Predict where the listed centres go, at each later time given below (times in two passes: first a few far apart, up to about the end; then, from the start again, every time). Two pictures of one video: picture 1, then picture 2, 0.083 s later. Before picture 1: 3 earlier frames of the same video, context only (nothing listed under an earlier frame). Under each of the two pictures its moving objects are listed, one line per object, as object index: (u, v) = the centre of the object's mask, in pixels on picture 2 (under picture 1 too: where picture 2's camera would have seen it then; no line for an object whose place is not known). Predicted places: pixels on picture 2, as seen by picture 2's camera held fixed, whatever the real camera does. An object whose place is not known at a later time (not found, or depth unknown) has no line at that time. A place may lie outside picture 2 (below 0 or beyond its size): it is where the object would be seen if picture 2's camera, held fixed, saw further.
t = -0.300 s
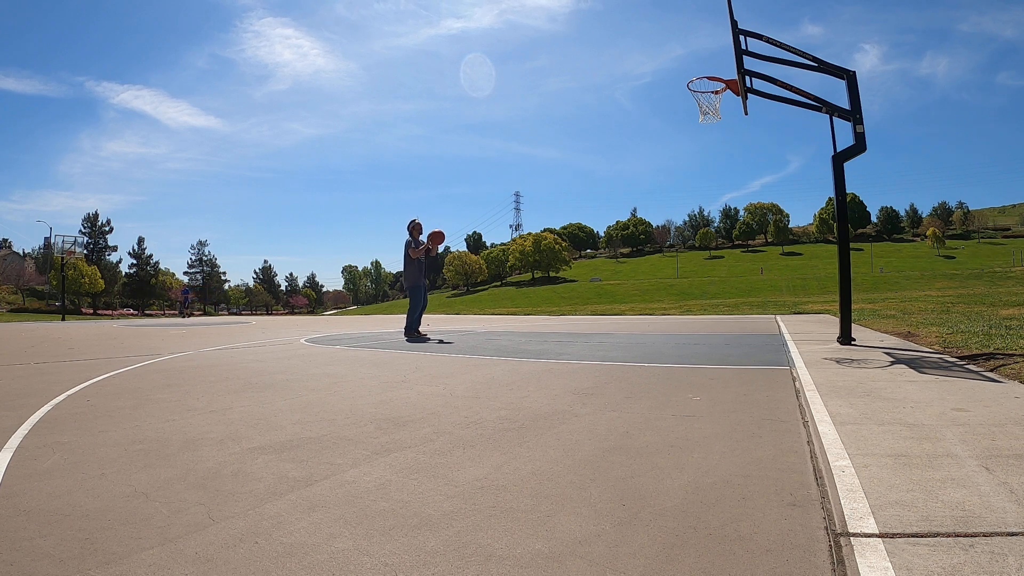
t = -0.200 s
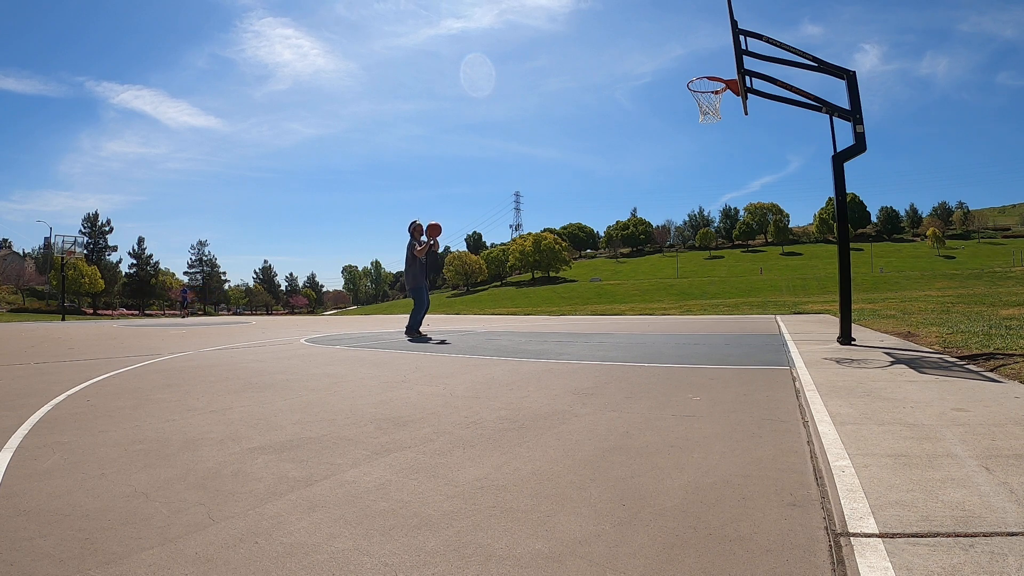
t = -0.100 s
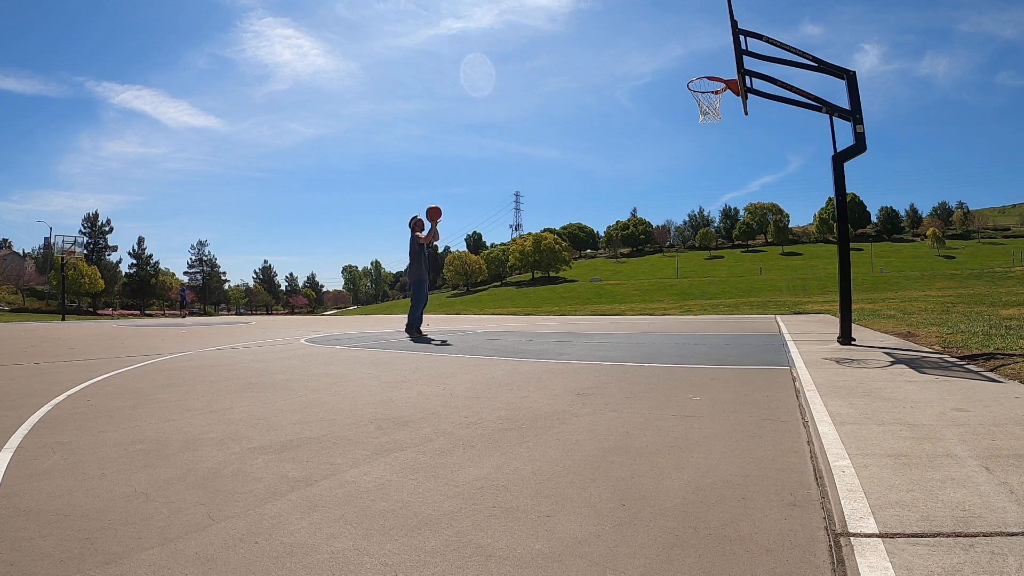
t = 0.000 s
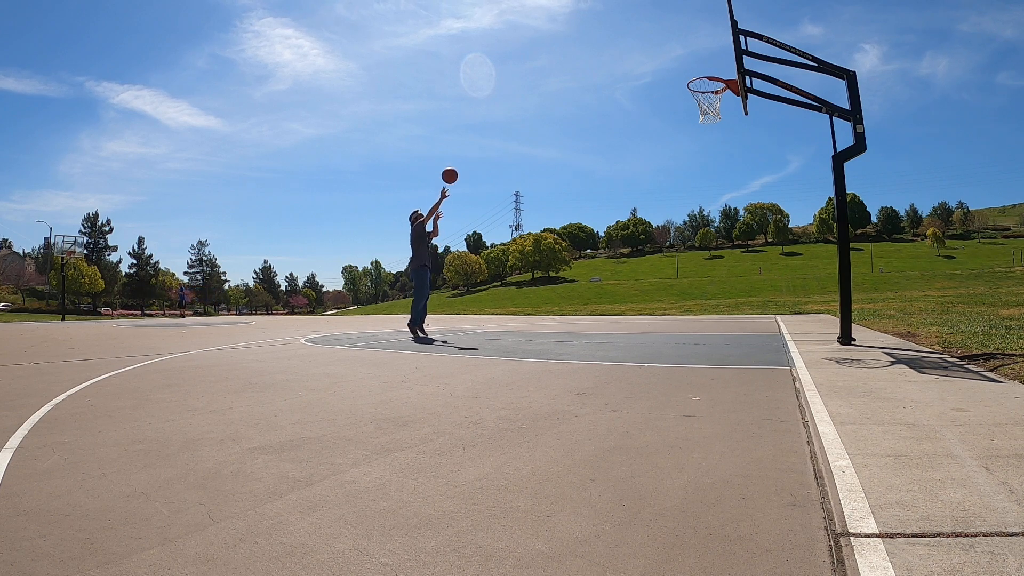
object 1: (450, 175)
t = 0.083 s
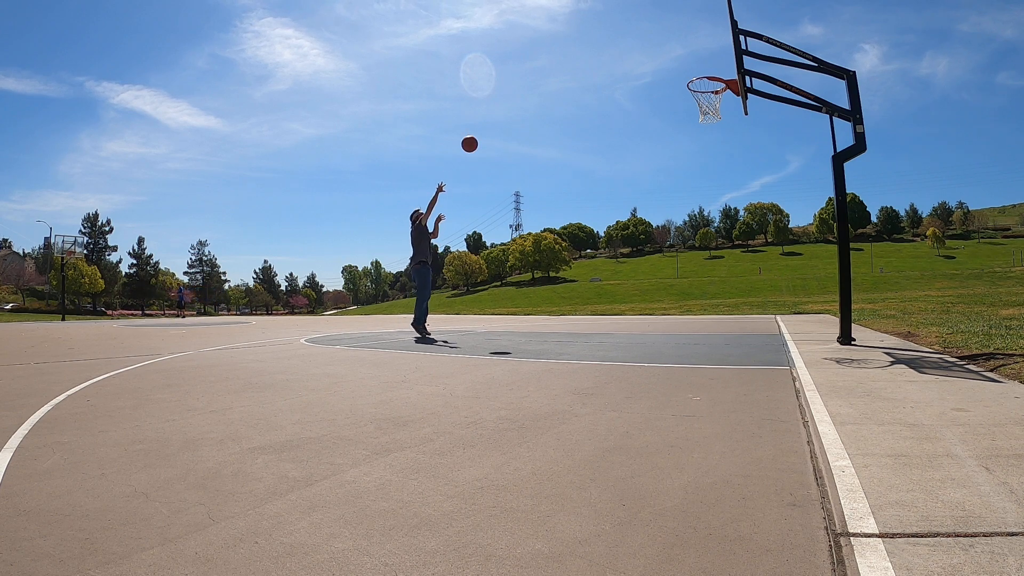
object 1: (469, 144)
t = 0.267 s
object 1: (516, 89)
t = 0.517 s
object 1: (583, 49)
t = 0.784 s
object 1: (665, 52)
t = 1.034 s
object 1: (726, 58)
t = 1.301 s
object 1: (693, 71)
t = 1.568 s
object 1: (668, 133)
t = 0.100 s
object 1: (474, 138)
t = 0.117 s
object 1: (478, 132)
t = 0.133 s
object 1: (482, 127)
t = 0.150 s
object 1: (486, 122)
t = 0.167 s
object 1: (490, 116)
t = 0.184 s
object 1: (494, 111)
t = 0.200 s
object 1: (499, 107)
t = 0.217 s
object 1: (503, 102)
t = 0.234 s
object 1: (507, 98)
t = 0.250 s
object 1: (511, 93)
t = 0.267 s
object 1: (516, 89)
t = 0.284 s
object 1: (520, 85)
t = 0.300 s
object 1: (524, 82)
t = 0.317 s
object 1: (529, 78)
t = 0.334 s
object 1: (533, 74)
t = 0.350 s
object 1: (537, 71)
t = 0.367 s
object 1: (542, 68)
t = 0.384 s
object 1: (547, 65)
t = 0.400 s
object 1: (551, 63)
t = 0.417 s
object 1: (556, 60)
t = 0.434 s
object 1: (560, 58)
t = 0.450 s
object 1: (565, 56)
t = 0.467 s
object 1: (569, 54)
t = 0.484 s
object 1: (574, 52)
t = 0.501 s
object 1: (578, 50)
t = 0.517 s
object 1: (583, 49)
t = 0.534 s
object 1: (588, 47)
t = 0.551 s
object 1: (593, 46)
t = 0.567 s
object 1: (598, 45)
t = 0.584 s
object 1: (602, 45)
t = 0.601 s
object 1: (607, 44)
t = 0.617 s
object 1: (612, 44)
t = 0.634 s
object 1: (617, 44)
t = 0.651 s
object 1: (622, 44)
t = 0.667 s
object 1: (627, 44)
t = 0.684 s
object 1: (633, 44)
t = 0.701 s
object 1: (638, 45)
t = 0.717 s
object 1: (643, 46)
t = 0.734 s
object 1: (648, 47)
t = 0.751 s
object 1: (654, 48)
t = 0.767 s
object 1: (659, 50)
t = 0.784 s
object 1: (665, 52)
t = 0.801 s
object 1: (670, 54)
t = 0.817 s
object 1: (676, 56)
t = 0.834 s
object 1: (682, 58)
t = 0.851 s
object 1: (687, 61)
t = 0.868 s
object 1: (693, 64)
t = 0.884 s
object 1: (699, 67)
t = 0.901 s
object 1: (705, 70)
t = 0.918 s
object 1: (708, 68)
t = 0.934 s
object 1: (710, 66)
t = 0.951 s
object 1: (713, 64)
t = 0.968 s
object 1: (716, 63)
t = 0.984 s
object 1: (719, 61)
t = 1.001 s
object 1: (721, 60)
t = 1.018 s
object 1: (724, 59)
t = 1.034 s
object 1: (726, 58)
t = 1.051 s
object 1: (725, 58)
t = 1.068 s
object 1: (723, 57)
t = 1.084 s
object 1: (720, 57)
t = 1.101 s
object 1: (718, 57)
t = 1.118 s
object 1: (716, 57)
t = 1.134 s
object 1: (714, 58)
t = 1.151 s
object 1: (711, 58)
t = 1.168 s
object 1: (709, 59)
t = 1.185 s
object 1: (707, 60)
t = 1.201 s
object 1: (705, 61)
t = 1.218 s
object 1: (703, 63)
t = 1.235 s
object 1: (701, 64)
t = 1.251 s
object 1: (699, 66)
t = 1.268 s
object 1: (697, 68)
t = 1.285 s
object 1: (695, 69)
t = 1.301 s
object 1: (693, 71)
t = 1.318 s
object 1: (692, 74)
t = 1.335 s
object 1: (690, 77)
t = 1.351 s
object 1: (688, 79)
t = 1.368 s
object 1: (686, 83)
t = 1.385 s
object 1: (683, 87)
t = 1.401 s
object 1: (682, 90)
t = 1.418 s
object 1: (682, 93)
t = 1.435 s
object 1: (680, 97)
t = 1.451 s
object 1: (679, 101)
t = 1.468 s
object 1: (677, 105)
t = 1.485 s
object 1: (675, 109)
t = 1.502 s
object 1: (674, 113)
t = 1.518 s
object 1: (673, 118)
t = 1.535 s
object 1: (671, 123)
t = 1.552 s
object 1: (670, 128)
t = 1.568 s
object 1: (668, 133)
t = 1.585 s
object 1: (667, 138)
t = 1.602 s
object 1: (665, 143)
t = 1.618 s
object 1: (664, 149)
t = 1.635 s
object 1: (663, 155)
